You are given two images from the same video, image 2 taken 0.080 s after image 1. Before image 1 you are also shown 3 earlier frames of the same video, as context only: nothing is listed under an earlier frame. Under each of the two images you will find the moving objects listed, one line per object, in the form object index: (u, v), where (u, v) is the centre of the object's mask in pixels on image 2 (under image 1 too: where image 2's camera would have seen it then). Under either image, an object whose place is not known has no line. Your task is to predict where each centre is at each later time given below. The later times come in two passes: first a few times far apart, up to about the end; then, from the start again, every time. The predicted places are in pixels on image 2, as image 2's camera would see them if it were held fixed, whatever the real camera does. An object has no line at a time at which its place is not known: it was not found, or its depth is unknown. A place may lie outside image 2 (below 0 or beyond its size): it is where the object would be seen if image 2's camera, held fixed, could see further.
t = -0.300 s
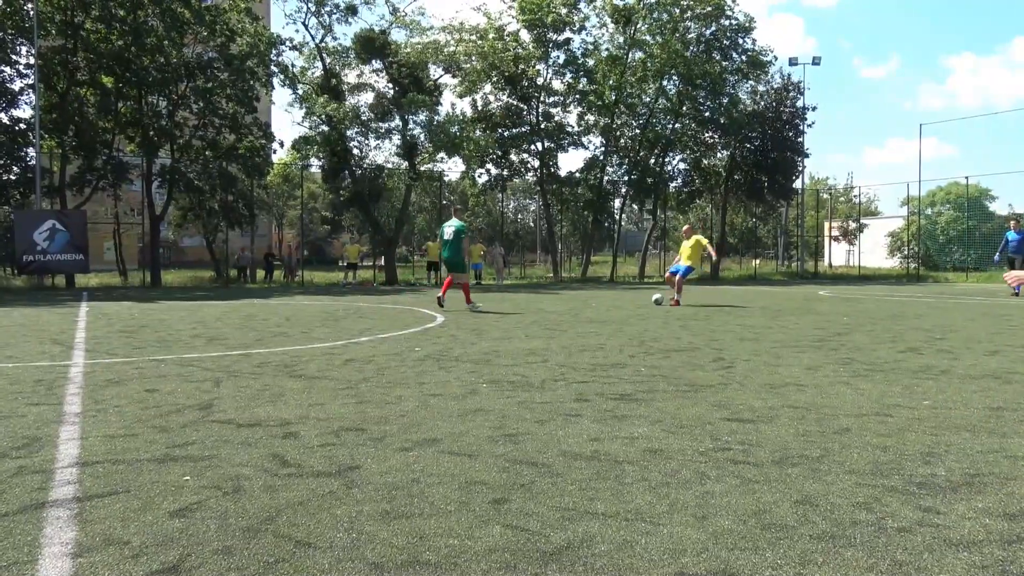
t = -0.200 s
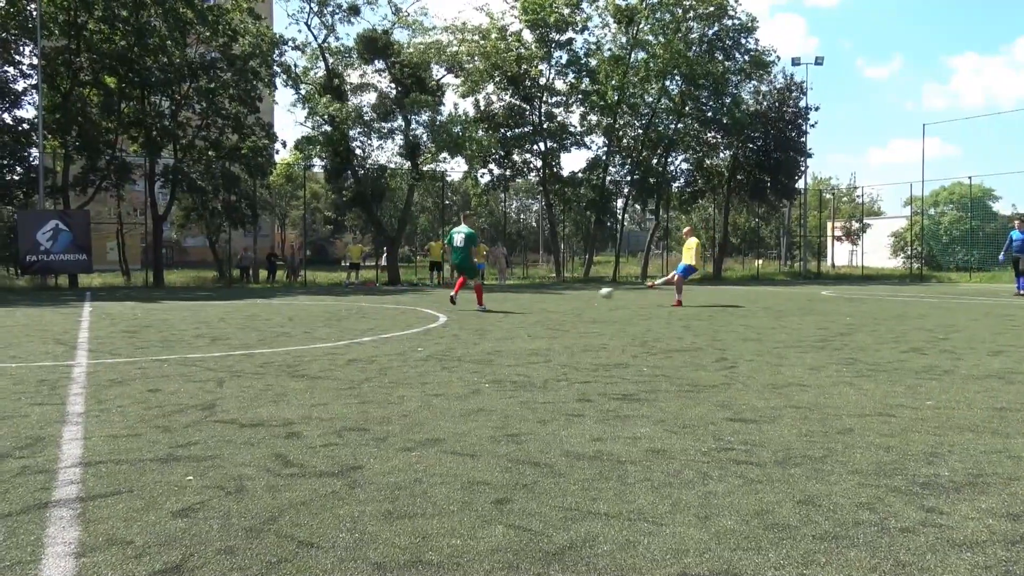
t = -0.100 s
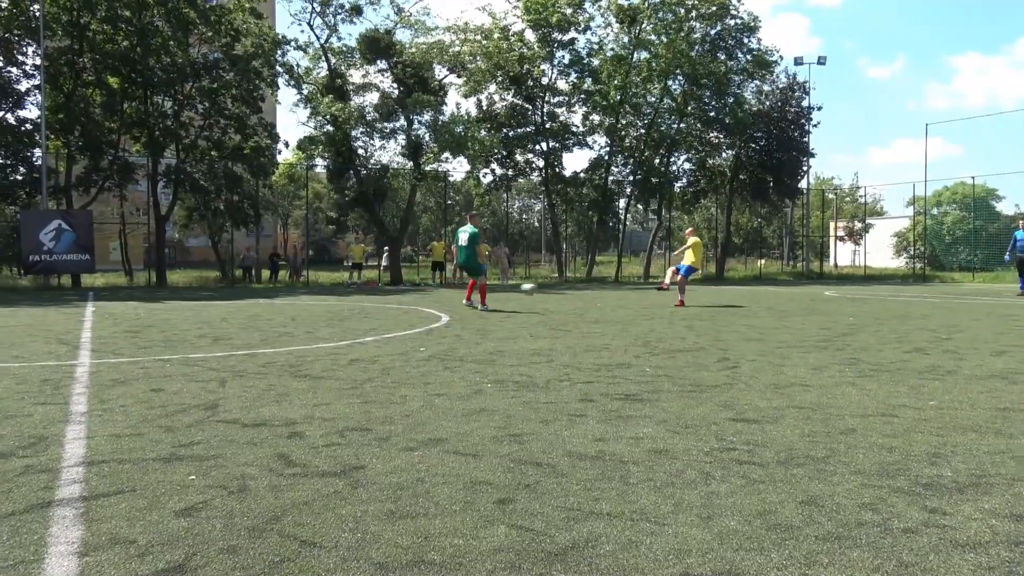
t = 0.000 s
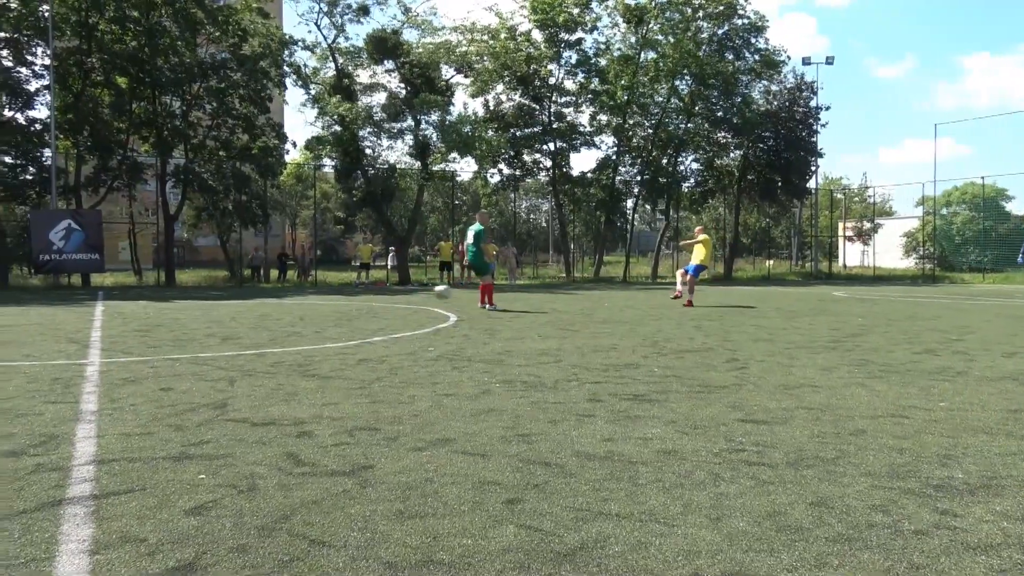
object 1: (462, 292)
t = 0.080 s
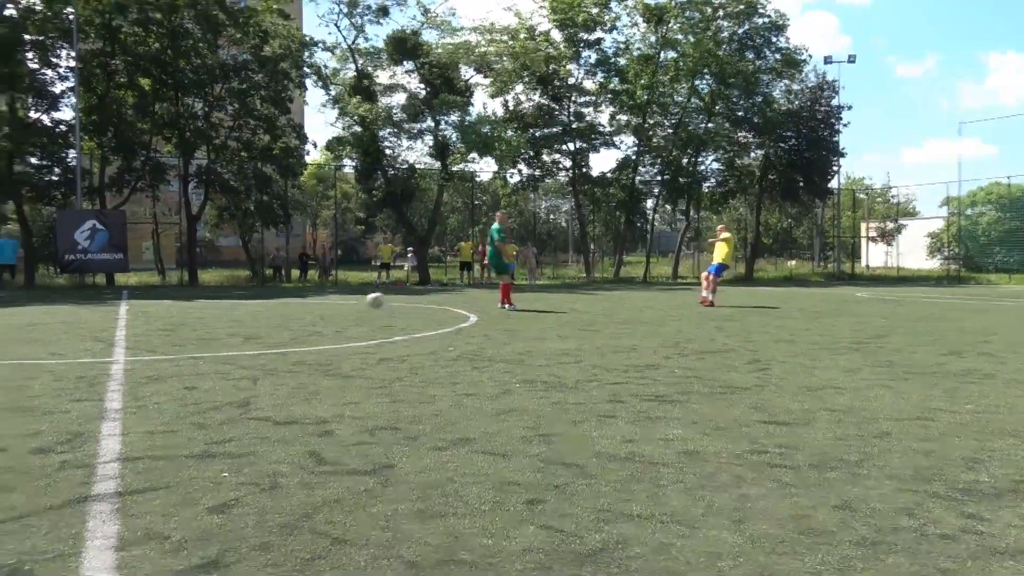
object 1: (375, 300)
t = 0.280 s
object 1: (112, 319)
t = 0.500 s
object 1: (-296, 333)
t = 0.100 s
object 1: (351, 304)
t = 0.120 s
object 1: (326, 308)
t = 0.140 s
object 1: (302, 311)
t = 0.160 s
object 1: (275, 316)
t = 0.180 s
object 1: (247, 323)
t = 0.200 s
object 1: (219, 328)
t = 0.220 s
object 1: (193, 326)
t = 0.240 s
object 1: (167, 323)
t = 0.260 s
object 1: (140, 320)
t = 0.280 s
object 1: (112, 319)
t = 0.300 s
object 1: (81, 318)
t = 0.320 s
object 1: (51, 317)
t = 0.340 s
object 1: (19, 316)
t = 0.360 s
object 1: (-13, 316)
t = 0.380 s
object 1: (-49, 317)
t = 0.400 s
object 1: (-85, 318)
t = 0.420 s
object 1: (-123, 320)
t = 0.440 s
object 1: (-163, 322)
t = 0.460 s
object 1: (-205, 325)
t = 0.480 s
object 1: (-250, 328)
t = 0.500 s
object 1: (-296, 333)
